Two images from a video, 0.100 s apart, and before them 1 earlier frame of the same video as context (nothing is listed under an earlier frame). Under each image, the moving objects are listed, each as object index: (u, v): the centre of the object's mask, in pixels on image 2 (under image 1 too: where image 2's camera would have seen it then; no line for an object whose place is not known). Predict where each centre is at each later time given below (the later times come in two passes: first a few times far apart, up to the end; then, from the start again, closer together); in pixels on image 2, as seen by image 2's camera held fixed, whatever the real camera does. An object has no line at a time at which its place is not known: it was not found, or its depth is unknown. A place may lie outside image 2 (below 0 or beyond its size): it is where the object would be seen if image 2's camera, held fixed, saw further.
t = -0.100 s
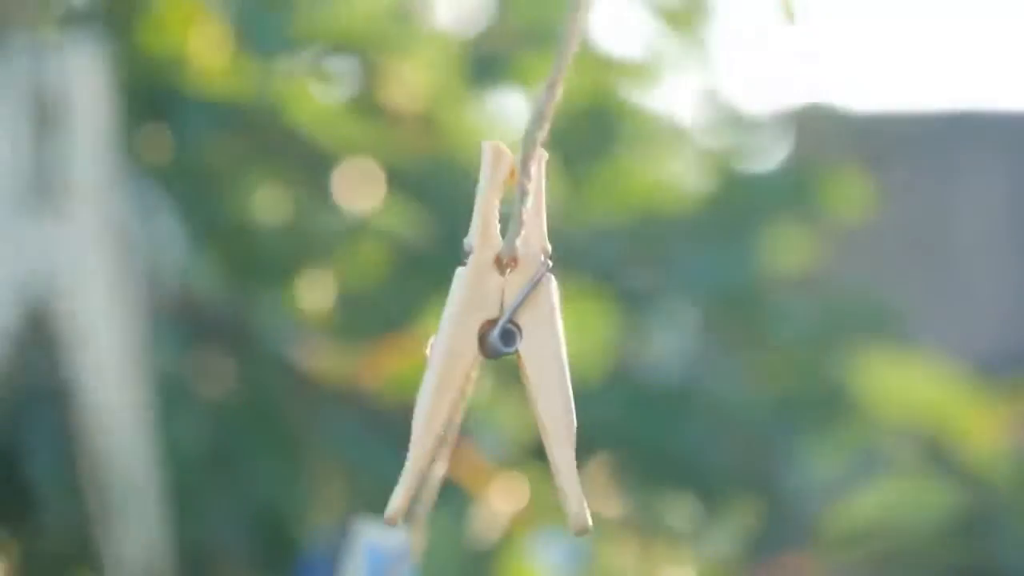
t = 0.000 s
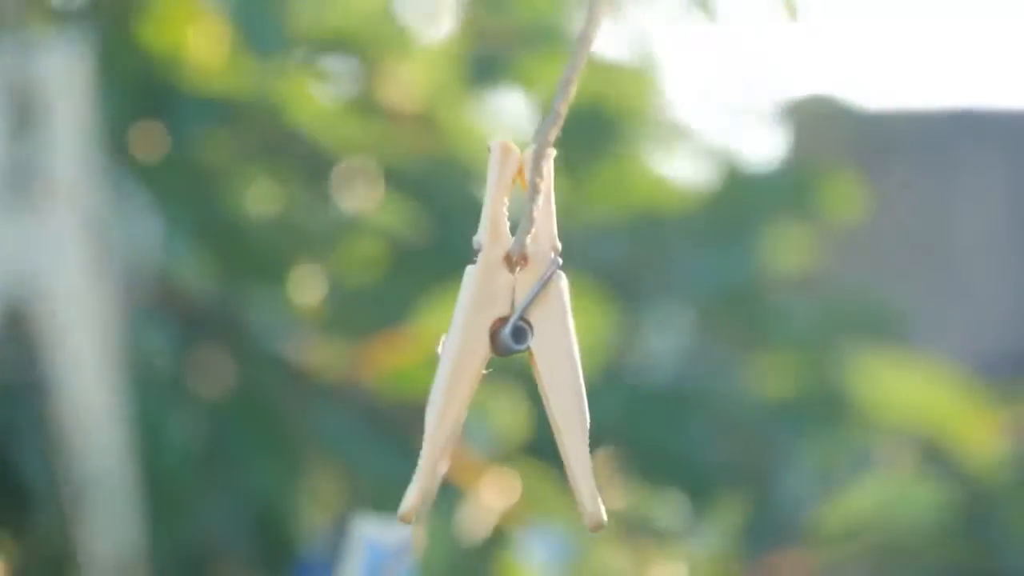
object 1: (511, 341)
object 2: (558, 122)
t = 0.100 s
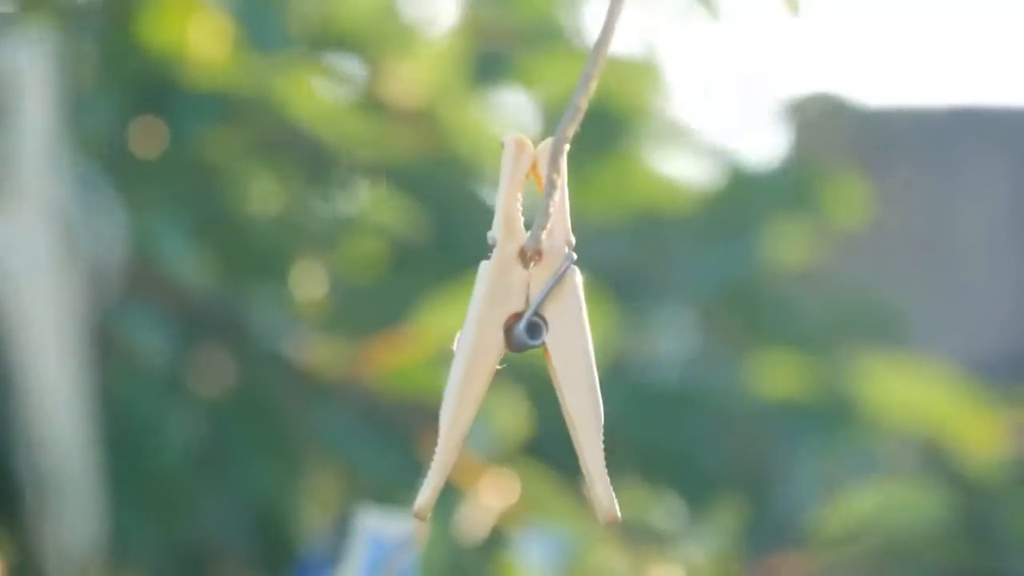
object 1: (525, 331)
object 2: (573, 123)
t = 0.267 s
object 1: (524, 332)
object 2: (566, 125)
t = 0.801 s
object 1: (526, 331)
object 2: (572, 113)
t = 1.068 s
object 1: (522, 332)
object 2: (573, 114)
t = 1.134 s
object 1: (520, 334)
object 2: (566, 114)
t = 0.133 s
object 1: (527, 332)
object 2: (573, 125)
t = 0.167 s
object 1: (524, 332)
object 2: (572, 122)
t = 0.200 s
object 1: (525, 332)
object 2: (571, 122)
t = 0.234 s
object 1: (526, 333)
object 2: (568, 125)
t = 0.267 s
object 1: (524, 332)
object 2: (566, 125)
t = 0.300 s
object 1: (520, 330)
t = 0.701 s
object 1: (516, 331)
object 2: (564, 111)
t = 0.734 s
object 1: (522, 331)
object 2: (568, 110)
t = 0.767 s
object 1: (523, 331)
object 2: (569, 111)
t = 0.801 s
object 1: (526, 331)
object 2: (572, 113)
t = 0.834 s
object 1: (527, 331)
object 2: (574, 113)
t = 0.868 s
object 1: (528, 330)
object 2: (575, 112)
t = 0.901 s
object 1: (527, 329)
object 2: (575, 114)
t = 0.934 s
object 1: (526, 331)
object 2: (576, 114)
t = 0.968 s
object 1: (526, 332)
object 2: (576, 115)
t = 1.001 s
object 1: (526, 332)
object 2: (576, 117)
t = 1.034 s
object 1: (523, 332)
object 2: (574, 116)
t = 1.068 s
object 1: (522, 332)
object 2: (573, 114)
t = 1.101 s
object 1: (521, 333)
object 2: (571, 112)
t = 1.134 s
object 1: (520, 334)
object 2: (566, 114)
